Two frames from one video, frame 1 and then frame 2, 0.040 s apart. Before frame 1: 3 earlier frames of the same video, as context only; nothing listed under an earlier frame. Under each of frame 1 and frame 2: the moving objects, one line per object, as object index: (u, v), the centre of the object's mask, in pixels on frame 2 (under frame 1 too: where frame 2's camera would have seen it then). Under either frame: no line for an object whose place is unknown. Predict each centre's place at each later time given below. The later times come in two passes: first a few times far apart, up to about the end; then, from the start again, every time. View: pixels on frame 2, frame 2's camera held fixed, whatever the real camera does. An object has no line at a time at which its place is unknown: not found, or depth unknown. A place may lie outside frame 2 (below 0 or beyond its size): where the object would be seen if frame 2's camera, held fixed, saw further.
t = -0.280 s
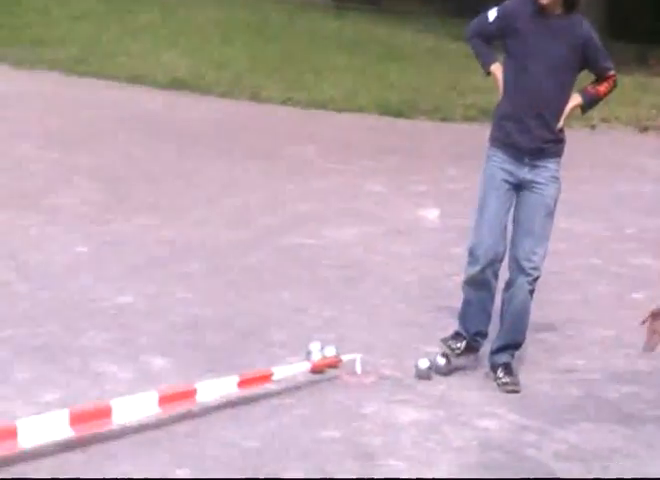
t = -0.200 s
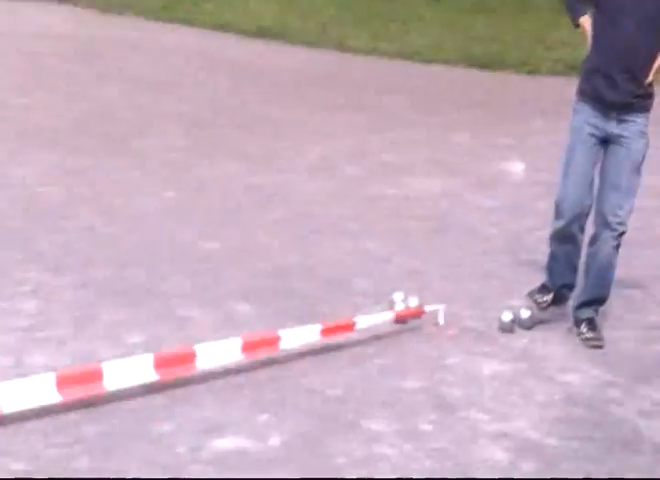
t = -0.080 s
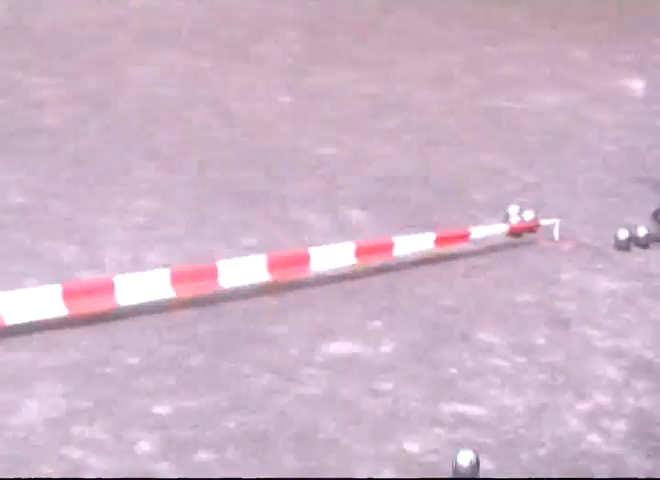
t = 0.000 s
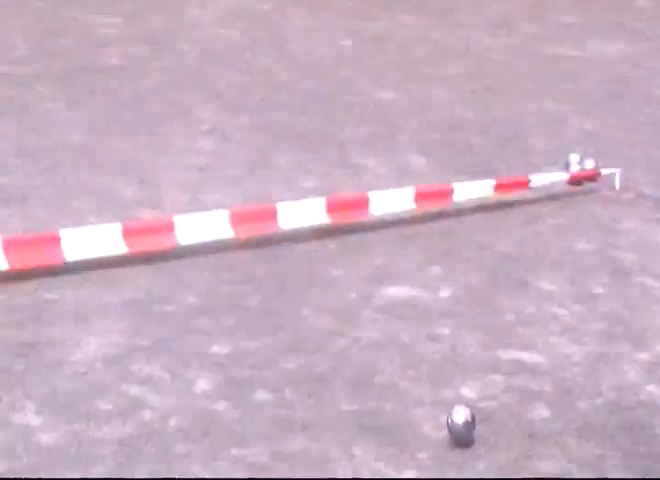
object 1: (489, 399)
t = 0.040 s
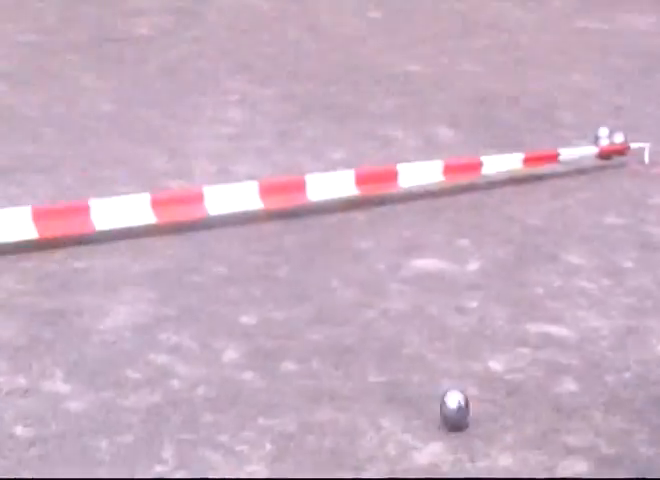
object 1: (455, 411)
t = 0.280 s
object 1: (229, 474)
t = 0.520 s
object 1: (-43, 540)
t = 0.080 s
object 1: (420, 419)
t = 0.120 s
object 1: (384, 423)
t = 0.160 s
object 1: (346, 436)
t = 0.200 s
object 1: (307, 453)
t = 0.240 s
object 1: (269, 462)
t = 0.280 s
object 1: (229, 474)
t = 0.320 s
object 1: (188, 483)
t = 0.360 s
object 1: (144, 496)
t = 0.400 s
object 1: (100, 507)
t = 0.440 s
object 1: (54, 515)
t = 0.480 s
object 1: (7, 525)
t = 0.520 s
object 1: (-43, 540)
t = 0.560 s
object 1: (-96, 558)
